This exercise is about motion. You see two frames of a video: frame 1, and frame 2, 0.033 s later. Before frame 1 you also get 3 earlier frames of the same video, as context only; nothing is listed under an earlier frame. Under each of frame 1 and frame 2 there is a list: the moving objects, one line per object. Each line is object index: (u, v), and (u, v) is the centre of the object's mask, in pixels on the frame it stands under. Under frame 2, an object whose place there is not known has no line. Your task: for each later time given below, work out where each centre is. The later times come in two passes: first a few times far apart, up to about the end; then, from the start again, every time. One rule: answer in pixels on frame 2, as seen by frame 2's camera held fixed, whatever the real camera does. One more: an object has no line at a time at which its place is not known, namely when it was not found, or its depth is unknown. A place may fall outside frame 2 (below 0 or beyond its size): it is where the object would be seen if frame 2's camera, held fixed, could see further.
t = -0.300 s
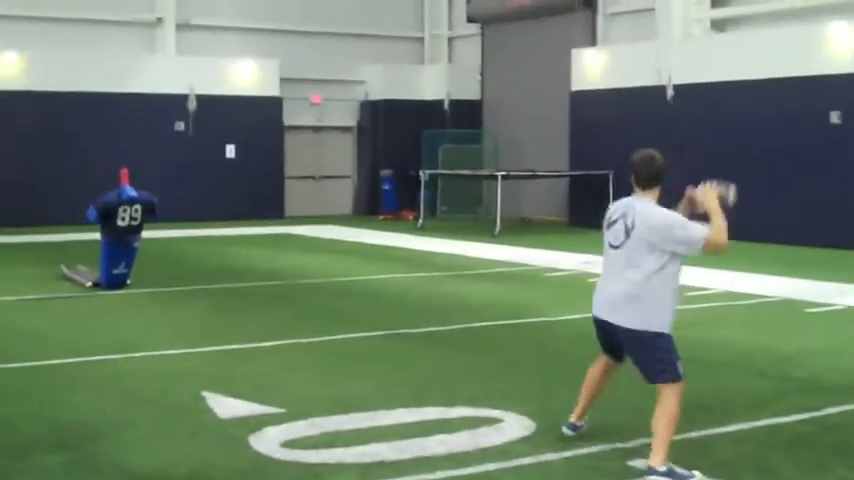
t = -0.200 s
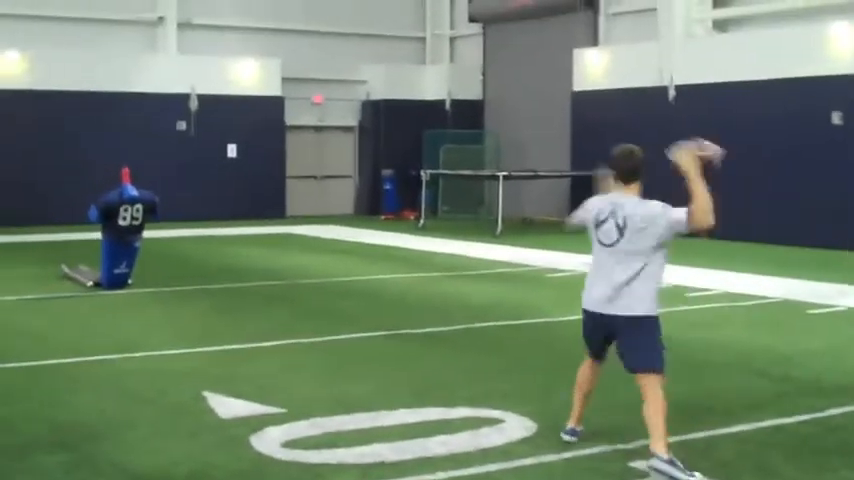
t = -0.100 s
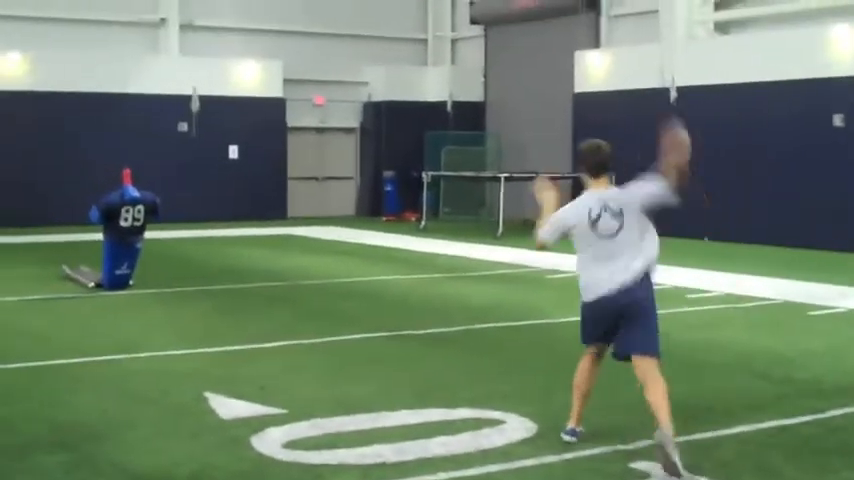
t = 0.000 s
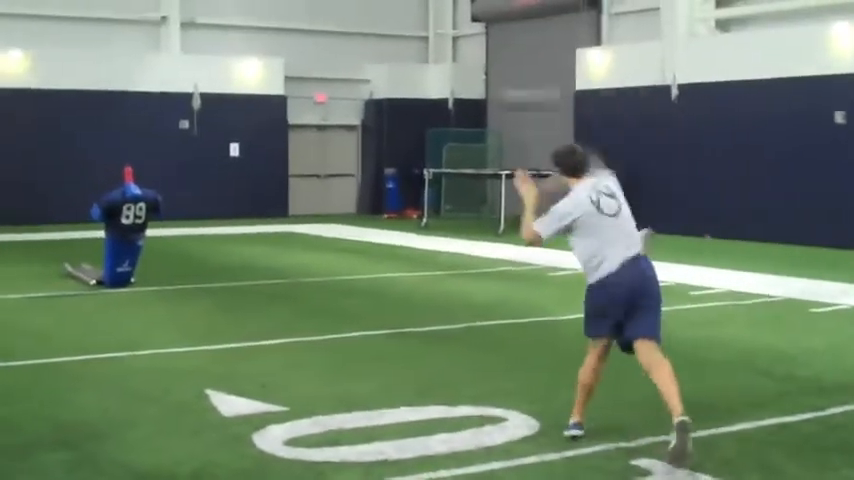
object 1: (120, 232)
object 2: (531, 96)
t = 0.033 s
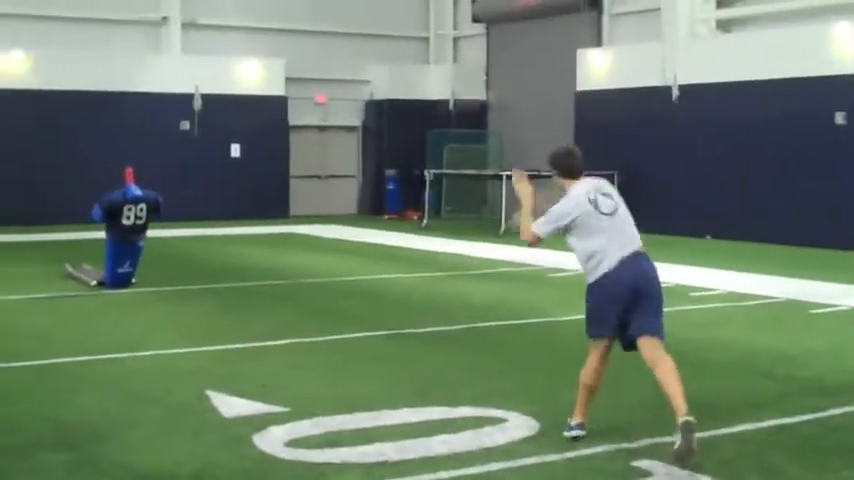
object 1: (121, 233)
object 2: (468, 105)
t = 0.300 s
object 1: (121, 233)
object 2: (169, 152)
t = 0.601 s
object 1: (120, 235)
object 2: (44, 216)
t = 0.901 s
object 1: (117, 237)
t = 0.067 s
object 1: (121, 233)
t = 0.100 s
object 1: (121, 233)
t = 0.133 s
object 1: (121, 233)
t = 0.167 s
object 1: (121, 233)
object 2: (277, 122)
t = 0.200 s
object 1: (121, 233)
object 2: (251, 130)
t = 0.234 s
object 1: (121, 233)
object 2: (224, 135)
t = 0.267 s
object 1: (121, 233)
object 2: (196, 143)
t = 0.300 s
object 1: (121, 233)
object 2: (169, 152)
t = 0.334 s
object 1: (121, 233)
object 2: (145, 159)
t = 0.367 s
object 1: (120, 235)
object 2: (128, 166)
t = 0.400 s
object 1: (121, 235)
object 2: (111, 173)
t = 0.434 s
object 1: (121, 235)
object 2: (100, 179)
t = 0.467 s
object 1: (120, 235)
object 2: (85, 188)
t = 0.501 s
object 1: (121, 235)
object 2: (75, 195)
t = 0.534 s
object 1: (121, 235)
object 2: (62, 202)
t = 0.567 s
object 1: (120, 235)
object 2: (53, 207)
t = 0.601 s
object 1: (120, 235)
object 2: (44, 216)
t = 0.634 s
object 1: (120, 235)
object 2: (34, 224)
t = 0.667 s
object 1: (120, 235)
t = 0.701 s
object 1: (120, 235)
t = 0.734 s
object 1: (120, 235)
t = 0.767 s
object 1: (120, 235)
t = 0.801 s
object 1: (120, 234)
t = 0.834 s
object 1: (119, 235)
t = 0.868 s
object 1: (119, 236)
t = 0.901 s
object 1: (117, 237)
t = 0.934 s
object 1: (115, 237)
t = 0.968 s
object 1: (117, 235)
